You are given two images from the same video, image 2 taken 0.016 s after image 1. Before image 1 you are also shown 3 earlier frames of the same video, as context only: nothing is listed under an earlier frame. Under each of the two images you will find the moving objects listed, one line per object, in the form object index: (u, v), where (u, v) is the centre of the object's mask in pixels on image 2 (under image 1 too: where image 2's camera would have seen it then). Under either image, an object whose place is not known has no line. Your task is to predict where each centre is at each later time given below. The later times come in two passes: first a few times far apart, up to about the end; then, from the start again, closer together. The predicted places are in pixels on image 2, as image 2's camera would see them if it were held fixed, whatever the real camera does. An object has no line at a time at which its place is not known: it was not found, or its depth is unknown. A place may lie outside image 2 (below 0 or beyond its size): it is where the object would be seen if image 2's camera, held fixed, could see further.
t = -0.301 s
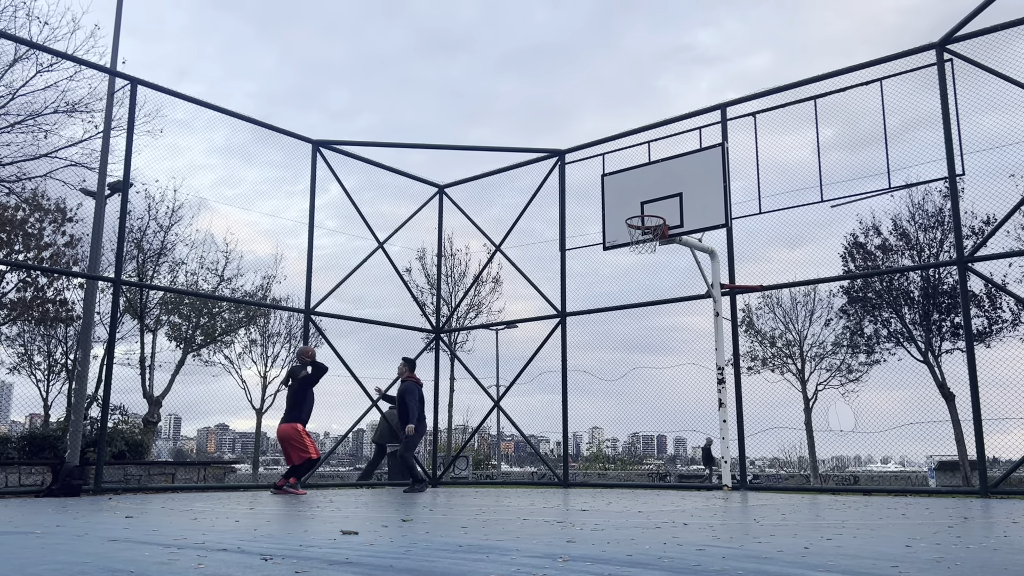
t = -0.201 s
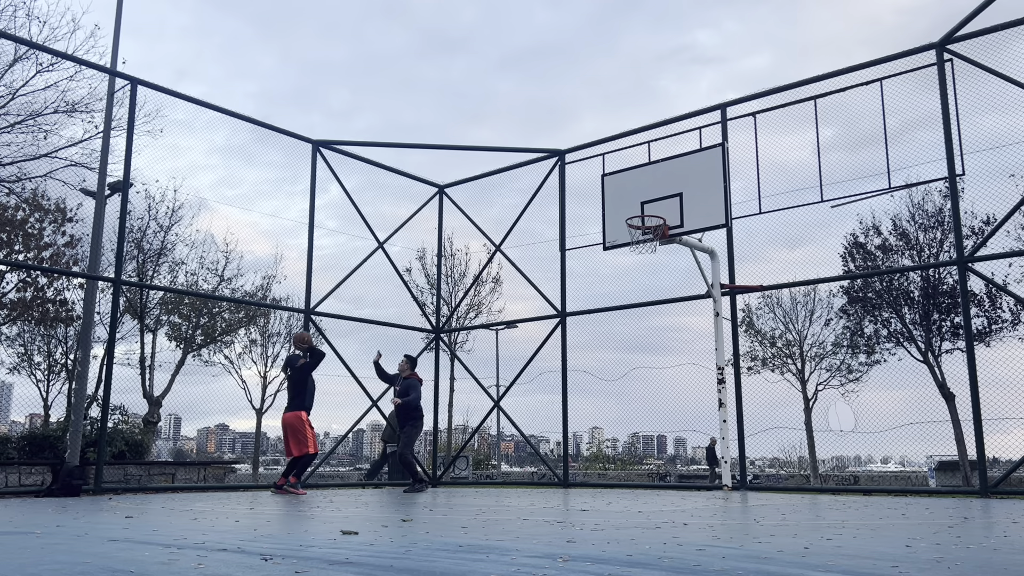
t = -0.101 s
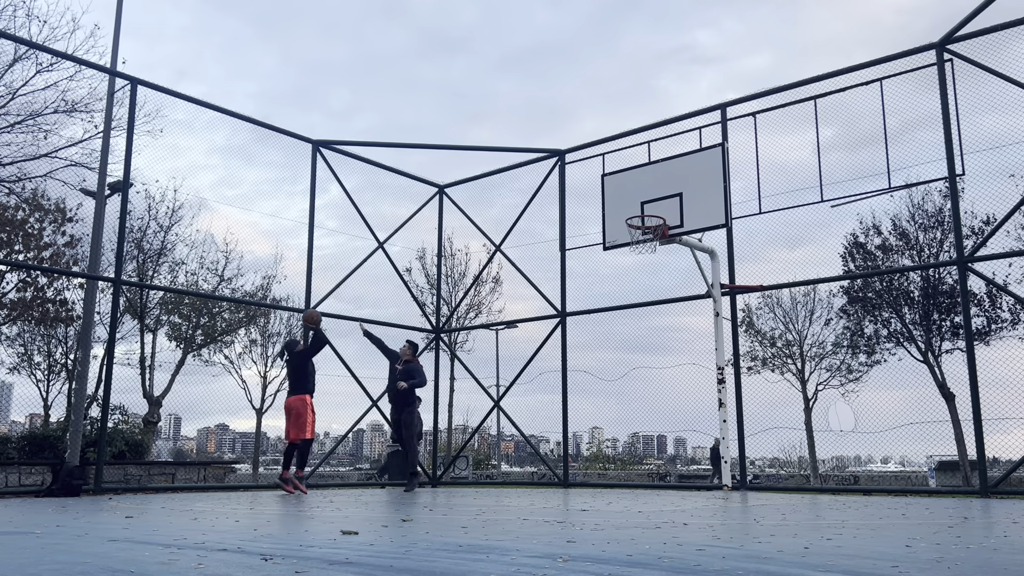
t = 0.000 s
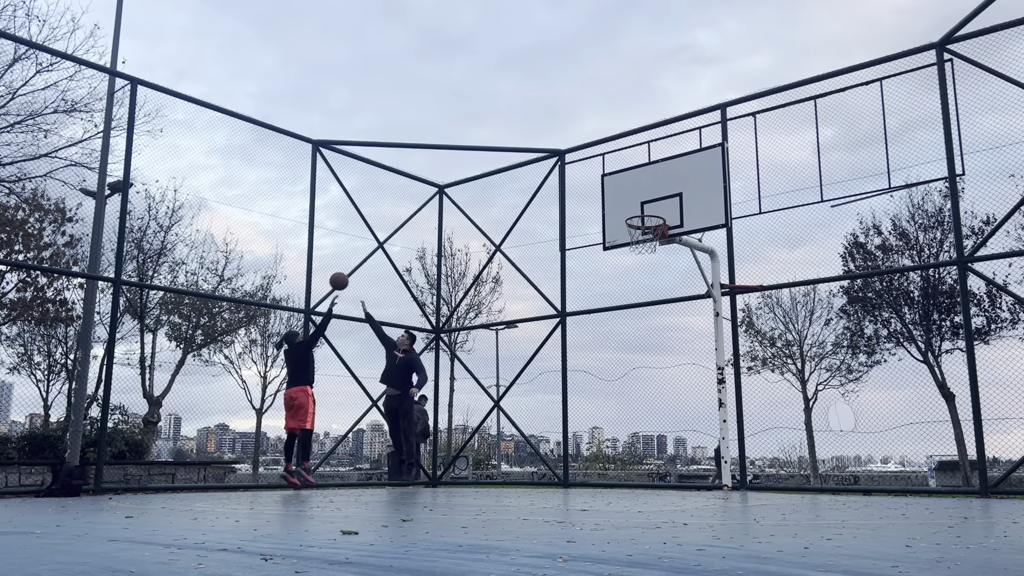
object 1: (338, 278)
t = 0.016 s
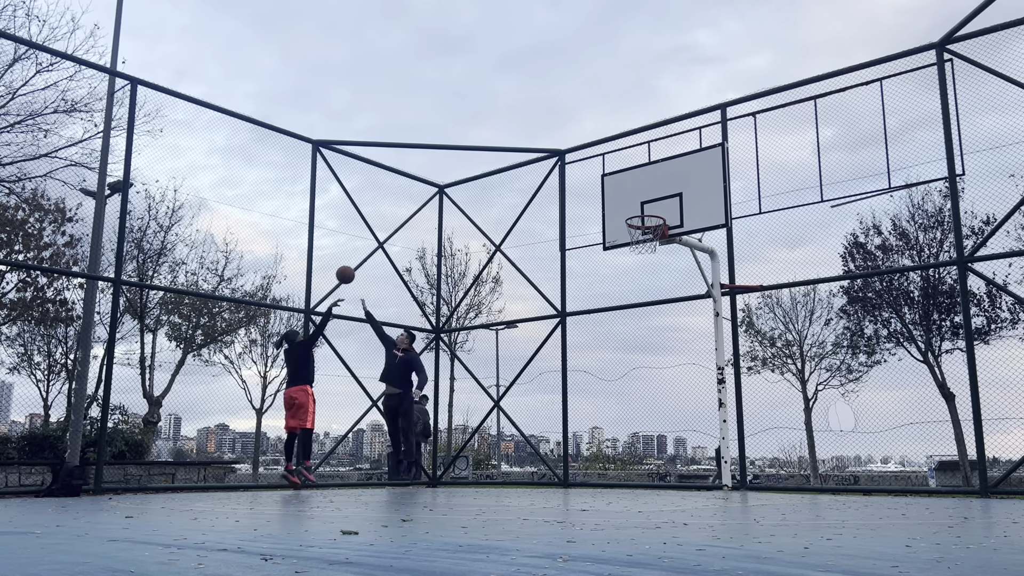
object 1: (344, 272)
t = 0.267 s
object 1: (438, 200)
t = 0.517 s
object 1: (527, 172)
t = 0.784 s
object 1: (623, 193)
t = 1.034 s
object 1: (649, 225)
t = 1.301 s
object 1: (632, 283)
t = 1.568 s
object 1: (616, 401)
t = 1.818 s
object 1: (594, 420)
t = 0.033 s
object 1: (351, 265)
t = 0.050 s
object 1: (357, 259)
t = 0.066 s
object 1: (364, 254)
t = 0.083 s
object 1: (370, 248)
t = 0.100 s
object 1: (376, 243)
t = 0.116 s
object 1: (383, 237)
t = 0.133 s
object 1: (389, 232)
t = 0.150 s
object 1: (395, 227)
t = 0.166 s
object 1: (401, 223)
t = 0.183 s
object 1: (407, 218)
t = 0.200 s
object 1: (413, 214)
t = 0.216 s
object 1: (420, 210)
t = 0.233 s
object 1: (426, 206)
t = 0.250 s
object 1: (432, 203)
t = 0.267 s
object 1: (438, 200)
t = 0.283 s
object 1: (444, 197)
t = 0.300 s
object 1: (451, 194)
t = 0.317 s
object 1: (456, 191)
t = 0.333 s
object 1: (462, 189)
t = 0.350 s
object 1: (468, 186)
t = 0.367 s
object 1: (474, 184)
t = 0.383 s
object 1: (480, 181)
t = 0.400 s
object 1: (486, 180)
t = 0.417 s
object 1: (491, 178)
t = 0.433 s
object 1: (497, 177)
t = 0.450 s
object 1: (503, 175)
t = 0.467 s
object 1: (509, 174)
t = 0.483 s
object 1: (515, 174)
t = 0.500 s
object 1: (521, 173)
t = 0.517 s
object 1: (527, 172)
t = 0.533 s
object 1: (533, 173)
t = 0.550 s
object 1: (539, 173)
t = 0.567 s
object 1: (545, 173)
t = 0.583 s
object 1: (551, 173)
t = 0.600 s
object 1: (556, 174)
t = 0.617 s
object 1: (563, 175)
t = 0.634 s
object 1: (569, 175)
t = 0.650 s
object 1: (575, 176)
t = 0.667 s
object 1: (581, 178)
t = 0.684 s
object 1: (587, 179)
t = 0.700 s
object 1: (593, 181)
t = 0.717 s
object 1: (599, 183)
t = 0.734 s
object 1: (604, 185)
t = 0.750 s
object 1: (611, 188)
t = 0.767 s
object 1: (617, 190)
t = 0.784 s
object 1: (623, 193)
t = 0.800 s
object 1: (629, 196)
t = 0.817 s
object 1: (635, 199)
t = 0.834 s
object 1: (641, 202)
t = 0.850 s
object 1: (646, 205)
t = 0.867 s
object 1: (647, 207)
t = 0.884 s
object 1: (648, 209)
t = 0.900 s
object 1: (650, 211)
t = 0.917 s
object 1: (650, 212)
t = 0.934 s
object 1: (651, 212)
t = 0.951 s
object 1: (651, 213)
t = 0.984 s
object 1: (651, 217)
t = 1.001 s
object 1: (653, 221)
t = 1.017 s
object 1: (650, 223)
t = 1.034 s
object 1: (649, 225)
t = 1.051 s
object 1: (648, 227)
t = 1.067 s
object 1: (646, 229)
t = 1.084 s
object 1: (645, 233)
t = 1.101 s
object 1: (645, 235)
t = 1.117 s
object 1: (644, 238)
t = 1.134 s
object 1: (642, 241)
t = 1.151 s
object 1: (642, 244)
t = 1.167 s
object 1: (641, 248)
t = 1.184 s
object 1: (640, 252)
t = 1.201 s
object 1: (639, 255)
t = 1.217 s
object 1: (637, 260)
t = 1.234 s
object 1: (636, 264)
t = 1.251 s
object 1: (635, 269)
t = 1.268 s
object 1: (634, 273)
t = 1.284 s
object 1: (633, 278)
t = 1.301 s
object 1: (632, 283)
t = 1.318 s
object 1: (631, 289)
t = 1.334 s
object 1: (630, 294)
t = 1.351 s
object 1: (629, 301)
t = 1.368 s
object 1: (628, 307)
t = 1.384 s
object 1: (626, 313)
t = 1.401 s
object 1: (626, 320)
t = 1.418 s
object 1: (625, 327)
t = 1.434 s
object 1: (624, 334)
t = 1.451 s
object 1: (623, 342)
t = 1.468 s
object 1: (622, 349)
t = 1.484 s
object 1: (621, 357)
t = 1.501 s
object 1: (620, 366)
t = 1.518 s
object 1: (619, 374)
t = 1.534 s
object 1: (618, 383)
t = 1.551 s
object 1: (617, 392)
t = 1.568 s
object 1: (616, 401)
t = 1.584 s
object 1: (615, 411)
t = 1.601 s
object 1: (614, 421)
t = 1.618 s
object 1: (614, 431)
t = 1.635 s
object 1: (613, 442)
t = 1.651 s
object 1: (612, 453)
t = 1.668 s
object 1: (611, 464)
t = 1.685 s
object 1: (609, 476)
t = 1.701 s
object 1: (609, 477)
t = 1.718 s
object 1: (607, 467)
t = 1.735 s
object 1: (605, 459)
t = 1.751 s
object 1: (602, 451)
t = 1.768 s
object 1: (600, 442)
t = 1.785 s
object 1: (597, 435)
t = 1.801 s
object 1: (596, 427)
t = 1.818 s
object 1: (594, 420)
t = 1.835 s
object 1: (592, 414)
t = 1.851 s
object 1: (590, 407)
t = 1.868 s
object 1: (588, 401)
